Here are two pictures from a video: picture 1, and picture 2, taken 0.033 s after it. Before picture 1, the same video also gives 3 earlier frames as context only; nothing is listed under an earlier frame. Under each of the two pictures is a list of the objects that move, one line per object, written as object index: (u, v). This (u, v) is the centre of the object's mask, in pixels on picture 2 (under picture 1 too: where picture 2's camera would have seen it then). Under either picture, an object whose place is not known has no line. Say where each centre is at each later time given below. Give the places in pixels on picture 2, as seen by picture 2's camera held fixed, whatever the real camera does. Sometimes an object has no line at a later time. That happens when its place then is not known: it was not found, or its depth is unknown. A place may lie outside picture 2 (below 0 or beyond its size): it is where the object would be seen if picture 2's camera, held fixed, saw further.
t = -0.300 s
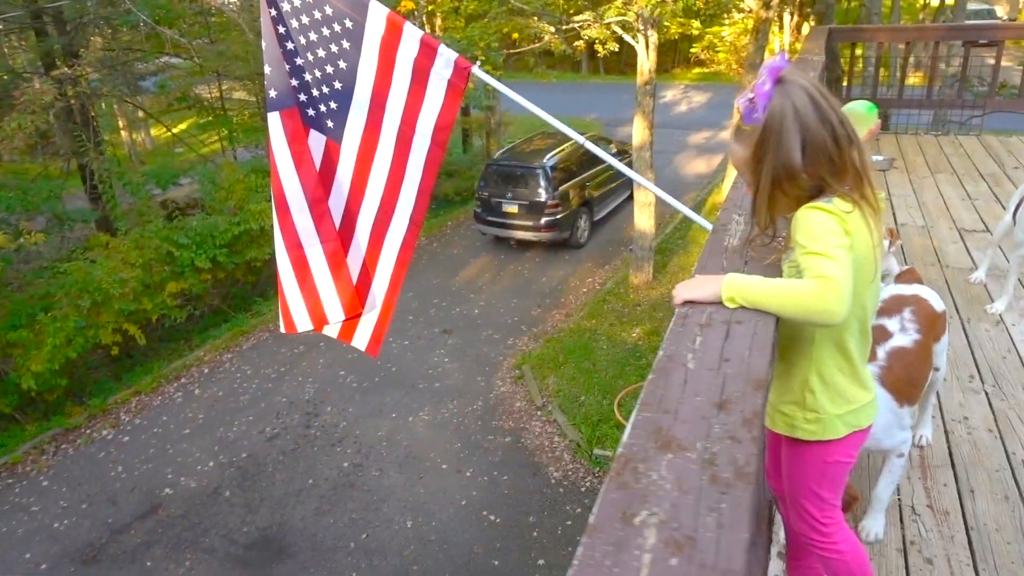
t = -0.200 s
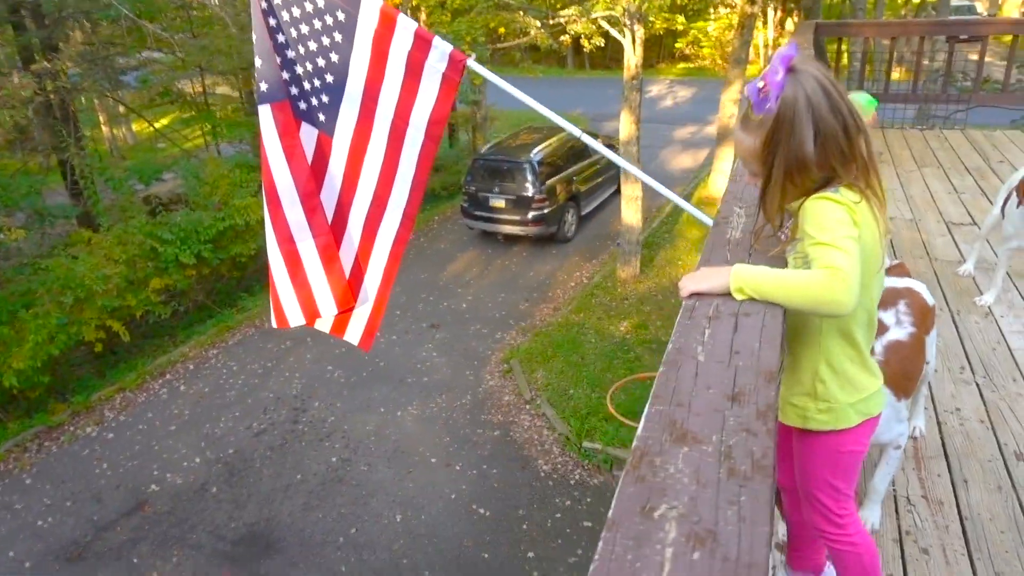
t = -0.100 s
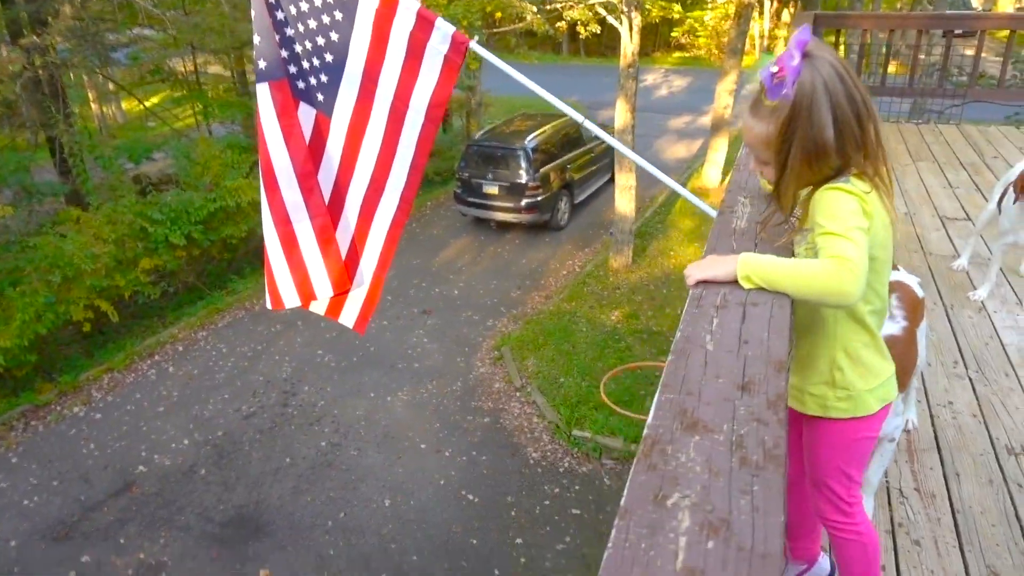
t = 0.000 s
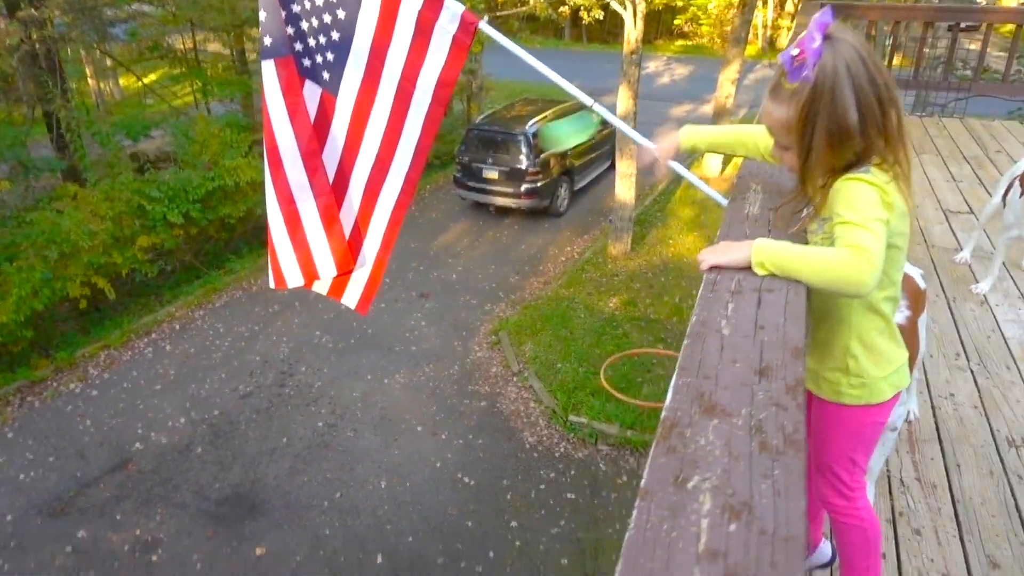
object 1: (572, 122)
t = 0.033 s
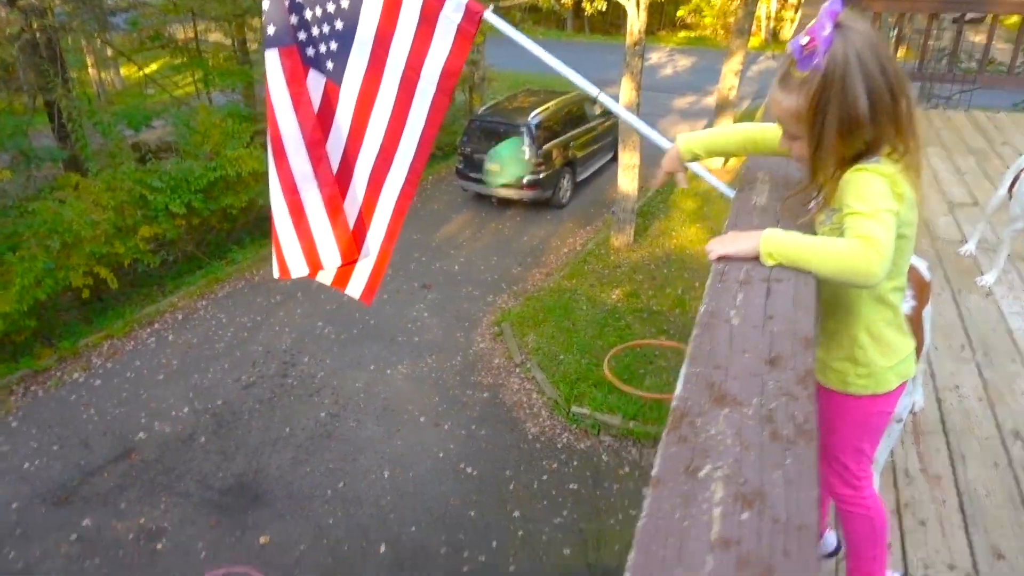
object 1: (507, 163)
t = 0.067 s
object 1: (449, 199)
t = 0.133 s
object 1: (350, 280)
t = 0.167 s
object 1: (314, 317)
